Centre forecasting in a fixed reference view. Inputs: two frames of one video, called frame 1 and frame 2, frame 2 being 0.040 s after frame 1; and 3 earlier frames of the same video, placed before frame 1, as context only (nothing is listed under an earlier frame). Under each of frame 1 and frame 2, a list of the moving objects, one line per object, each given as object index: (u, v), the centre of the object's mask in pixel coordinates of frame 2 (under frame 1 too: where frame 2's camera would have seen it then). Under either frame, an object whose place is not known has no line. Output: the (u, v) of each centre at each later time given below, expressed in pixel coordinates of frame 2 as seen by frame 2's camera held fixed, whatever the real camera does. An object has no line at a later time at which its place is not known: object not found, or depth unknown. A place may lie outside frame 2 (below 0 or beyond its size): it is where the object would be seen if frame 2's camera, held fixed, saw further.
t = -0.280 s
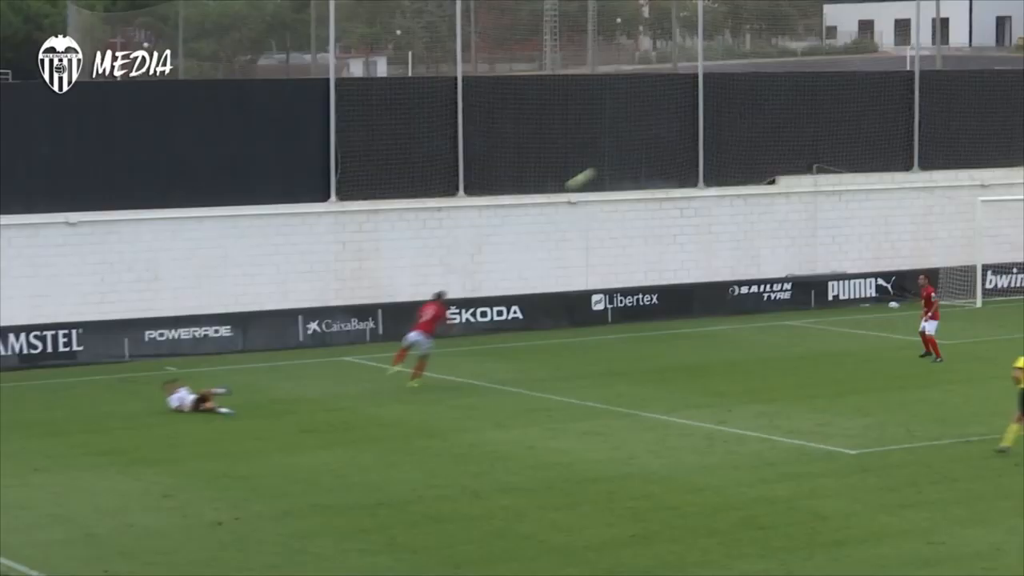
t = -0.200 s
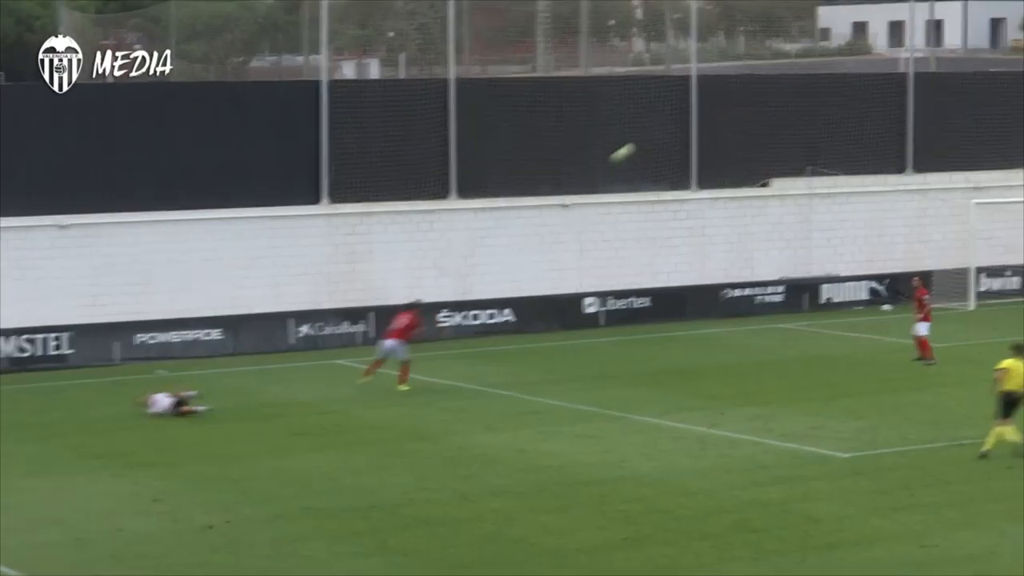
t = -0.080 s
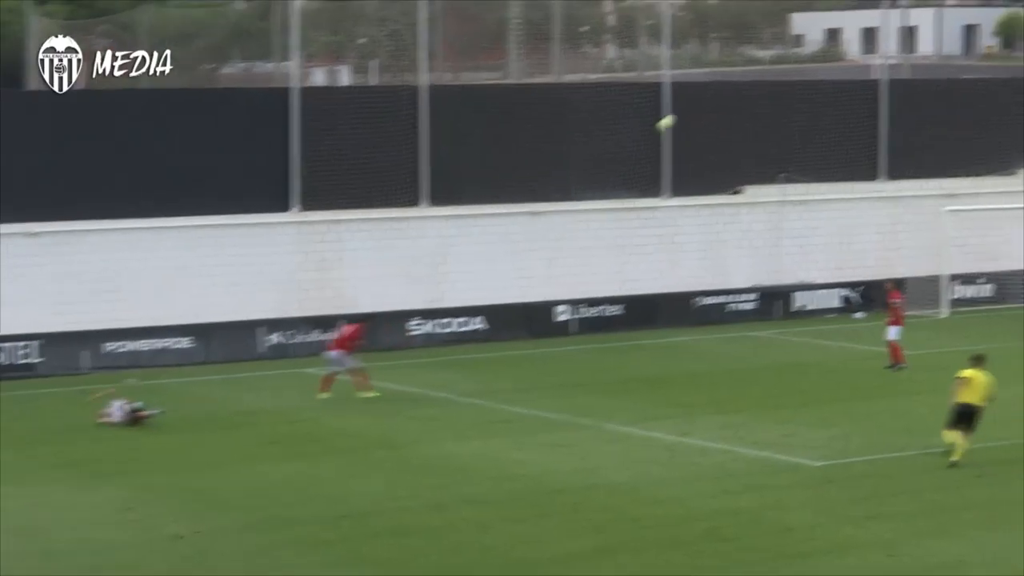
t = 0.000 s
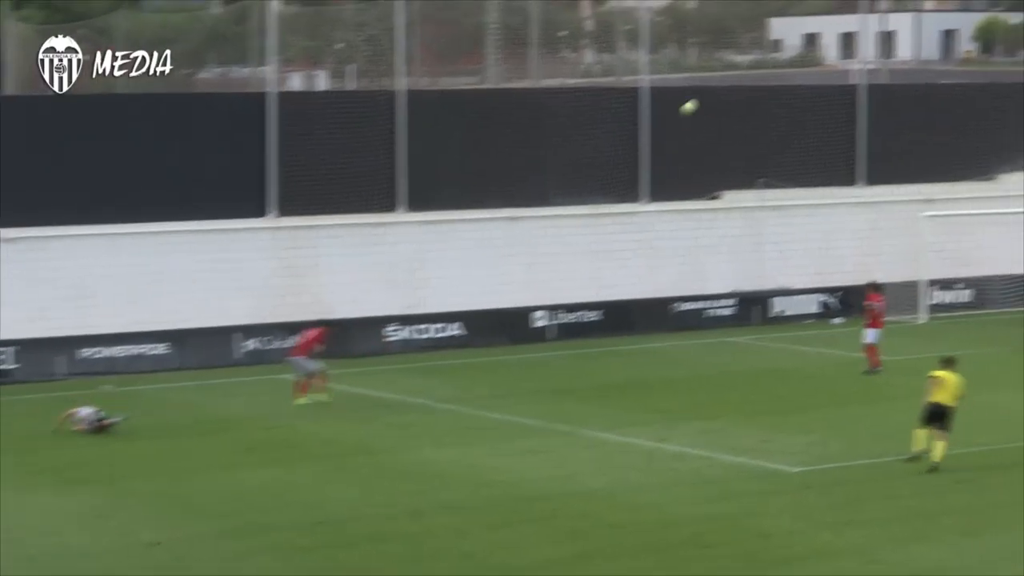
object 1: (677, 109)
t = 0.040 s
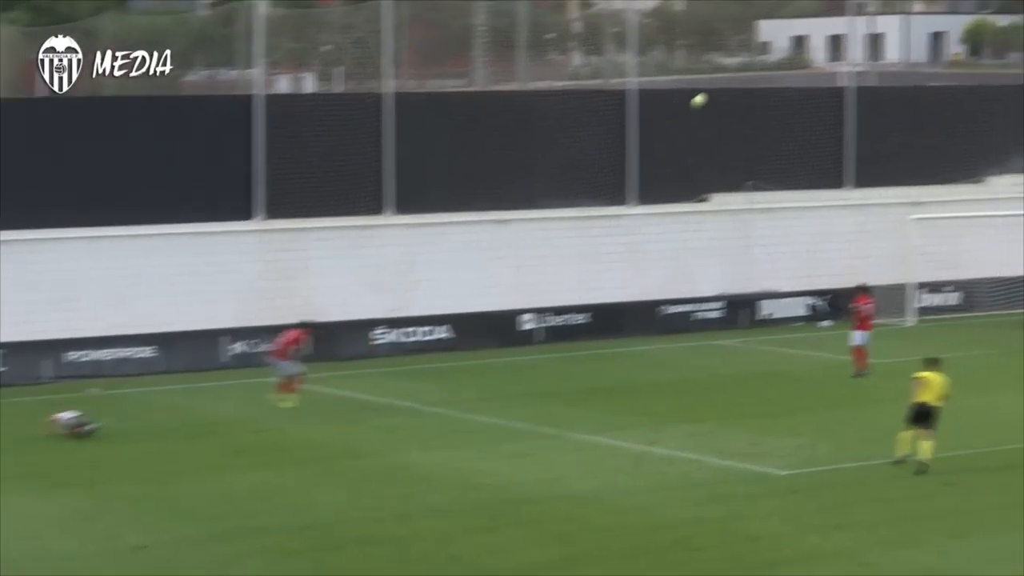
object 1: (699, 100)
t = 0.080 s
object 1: (720, 92)
